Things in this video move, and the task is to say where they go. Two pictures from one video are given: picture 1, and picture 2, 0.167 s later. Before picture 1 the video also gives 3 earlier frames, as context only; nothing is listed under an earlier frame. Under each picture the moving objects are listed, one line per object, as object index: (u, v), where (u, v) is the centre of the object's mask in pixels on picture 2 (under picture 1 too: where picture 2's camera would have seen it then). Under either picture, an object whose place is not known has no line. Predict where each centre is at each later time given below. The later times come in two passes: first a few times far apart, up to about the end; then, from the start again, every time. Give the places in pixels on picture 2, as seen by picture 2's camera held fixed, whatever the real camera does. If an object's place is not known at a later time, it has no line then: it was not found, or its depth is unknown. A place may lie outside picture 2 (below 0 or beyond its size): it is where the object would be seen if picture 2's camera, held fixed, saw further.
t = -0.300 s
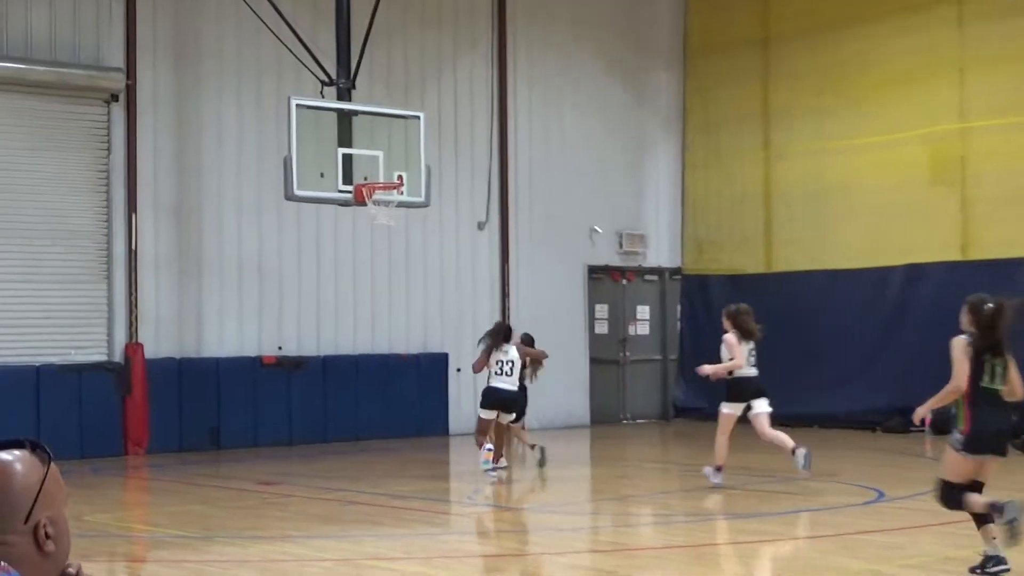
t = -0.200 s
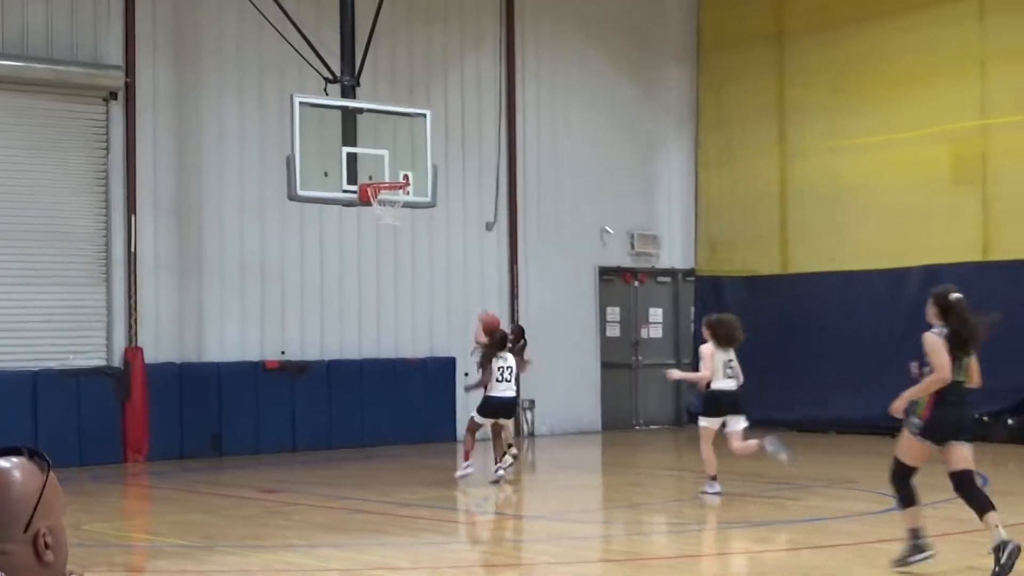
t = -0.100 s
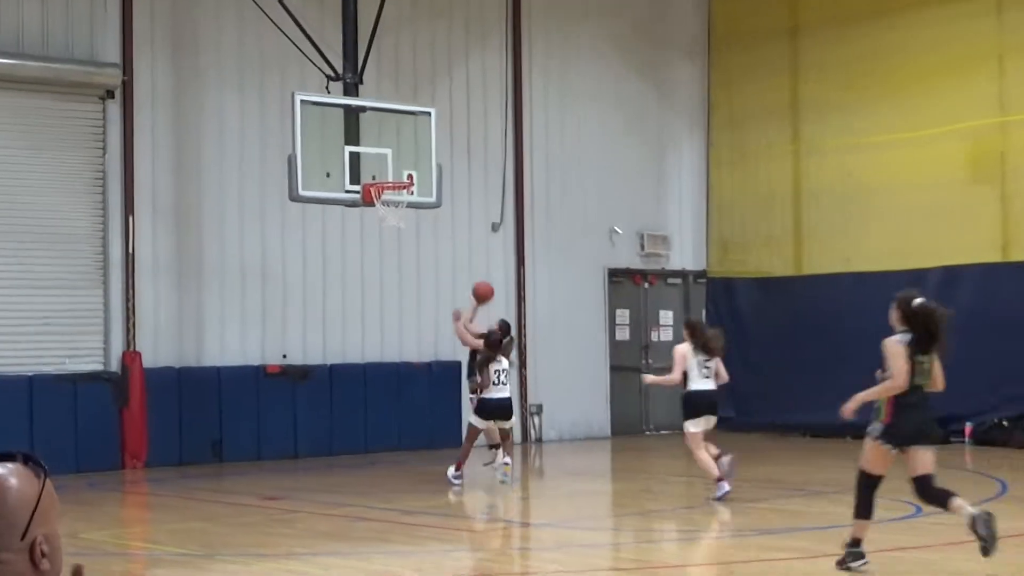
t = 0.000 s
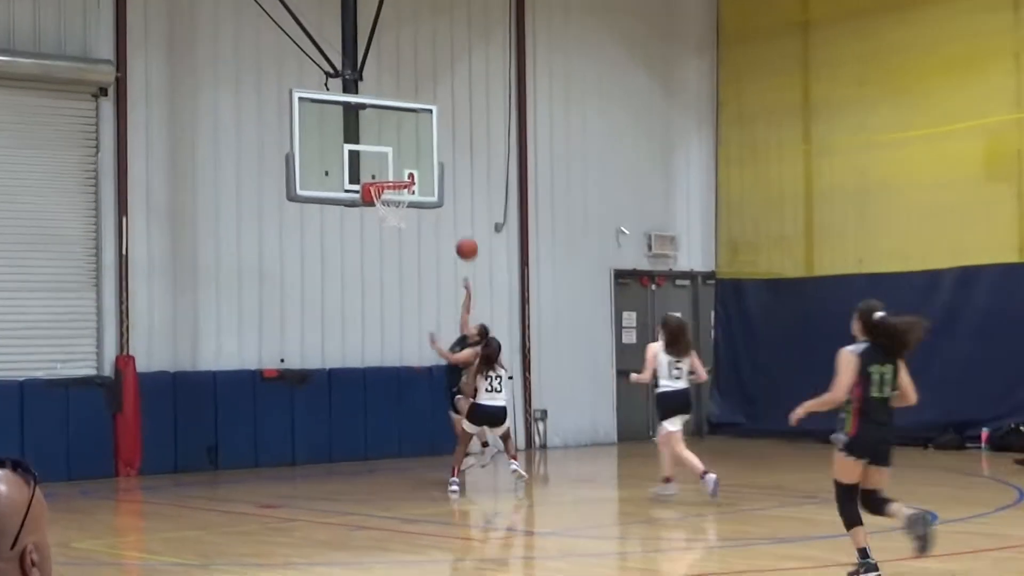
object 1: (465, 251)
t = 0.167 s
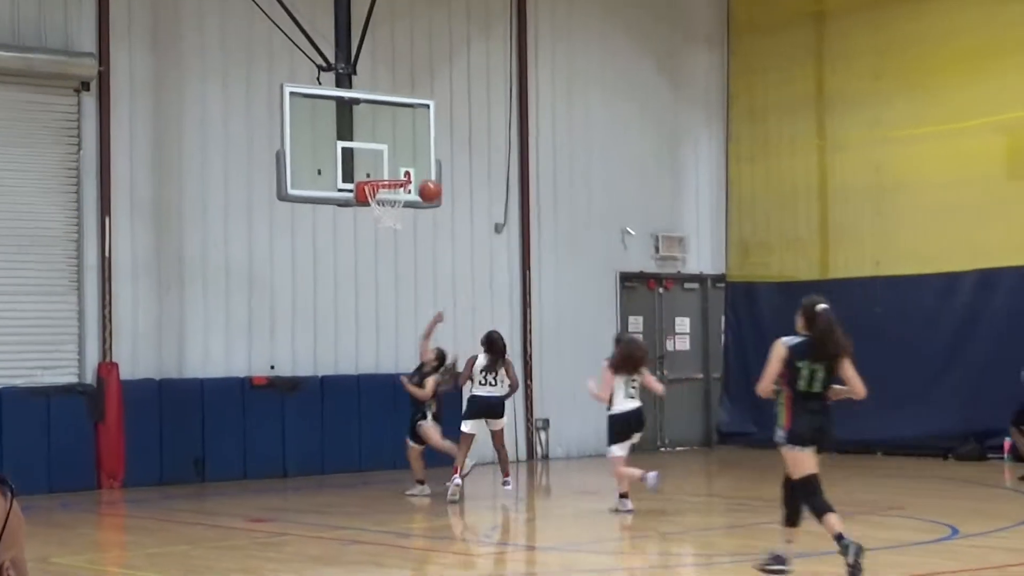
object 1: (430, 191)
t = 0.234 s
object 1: (415, 174)
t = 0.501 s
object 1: (404, 159)
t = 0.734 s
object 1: (398, 168)
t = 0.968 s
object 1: (383, 201)
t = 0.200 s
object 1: (422, 183)
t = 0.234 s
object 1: (415, 174)
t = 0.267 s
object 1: (408, 168)
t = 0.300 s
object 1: (401, 163)
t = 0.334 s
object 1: (400, 159)
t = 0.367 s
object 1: (401, 157)
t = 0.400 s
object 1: (402, 156)
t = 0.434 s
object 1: (402, 156)
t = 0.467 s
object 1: (403, 157)
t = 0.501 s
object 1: (404, 159)
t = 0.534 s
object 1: (405, 162)
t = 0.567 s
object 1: (407, 167)
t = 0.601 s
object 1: (407, 170)
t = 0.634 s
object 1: (404, 168)
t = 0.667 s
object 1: (402, 168)
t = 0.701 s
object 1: (400, 167)
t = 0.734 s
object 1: (398, 168)
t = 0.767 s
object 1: (395, 170)
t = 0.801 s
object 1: (394, 171)
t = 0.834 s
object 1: (391, 179)
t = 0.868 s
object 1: (389, 184)
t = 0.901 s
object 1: (386, 193)
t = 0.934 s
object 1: (384, 198)
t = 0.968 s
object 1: (383, 201)
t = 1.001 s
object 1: (380, 203)
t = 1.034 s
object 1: (375, 215)
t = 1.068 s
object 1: (378, 221)
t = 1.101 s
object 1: (379, 224)
